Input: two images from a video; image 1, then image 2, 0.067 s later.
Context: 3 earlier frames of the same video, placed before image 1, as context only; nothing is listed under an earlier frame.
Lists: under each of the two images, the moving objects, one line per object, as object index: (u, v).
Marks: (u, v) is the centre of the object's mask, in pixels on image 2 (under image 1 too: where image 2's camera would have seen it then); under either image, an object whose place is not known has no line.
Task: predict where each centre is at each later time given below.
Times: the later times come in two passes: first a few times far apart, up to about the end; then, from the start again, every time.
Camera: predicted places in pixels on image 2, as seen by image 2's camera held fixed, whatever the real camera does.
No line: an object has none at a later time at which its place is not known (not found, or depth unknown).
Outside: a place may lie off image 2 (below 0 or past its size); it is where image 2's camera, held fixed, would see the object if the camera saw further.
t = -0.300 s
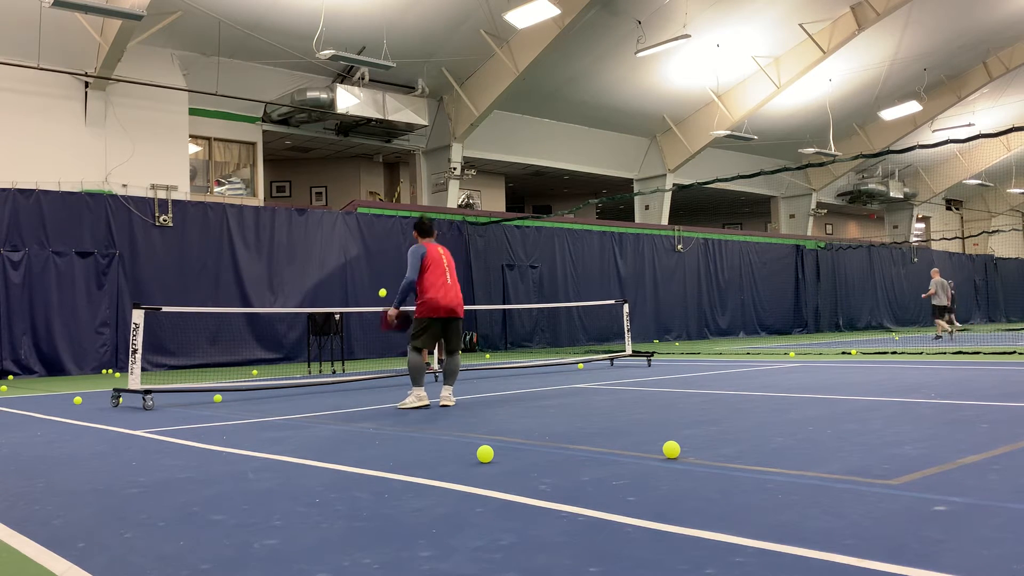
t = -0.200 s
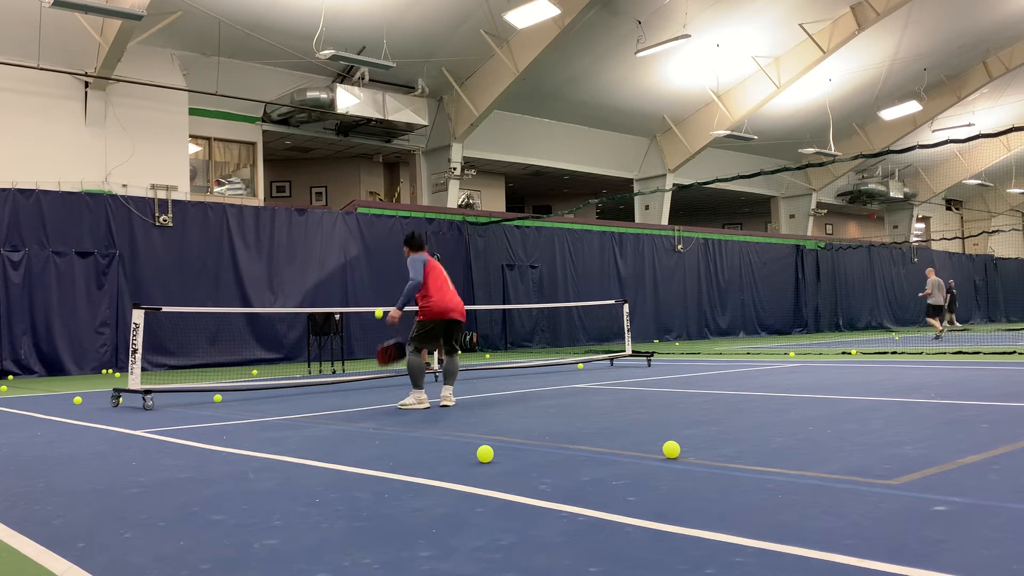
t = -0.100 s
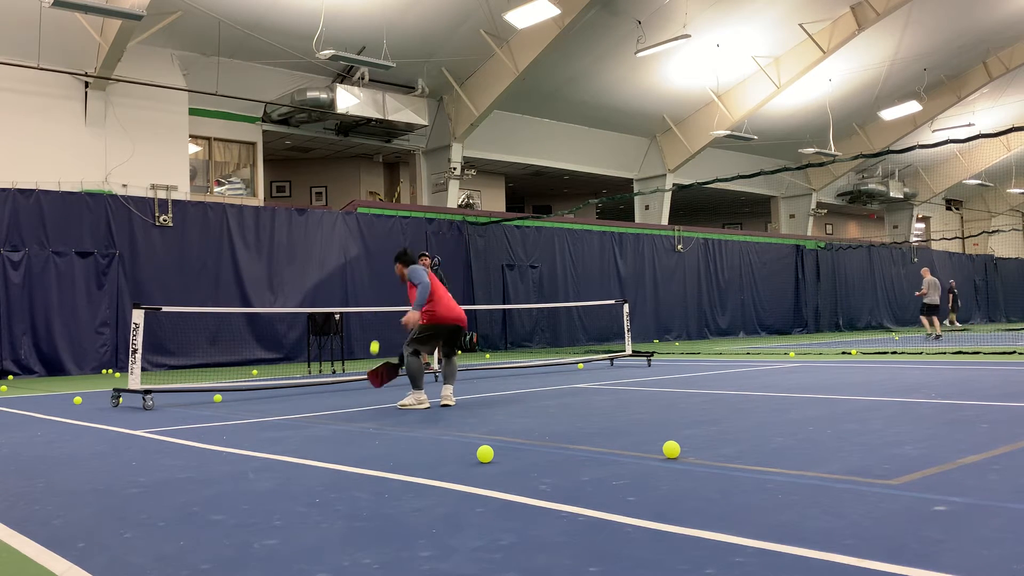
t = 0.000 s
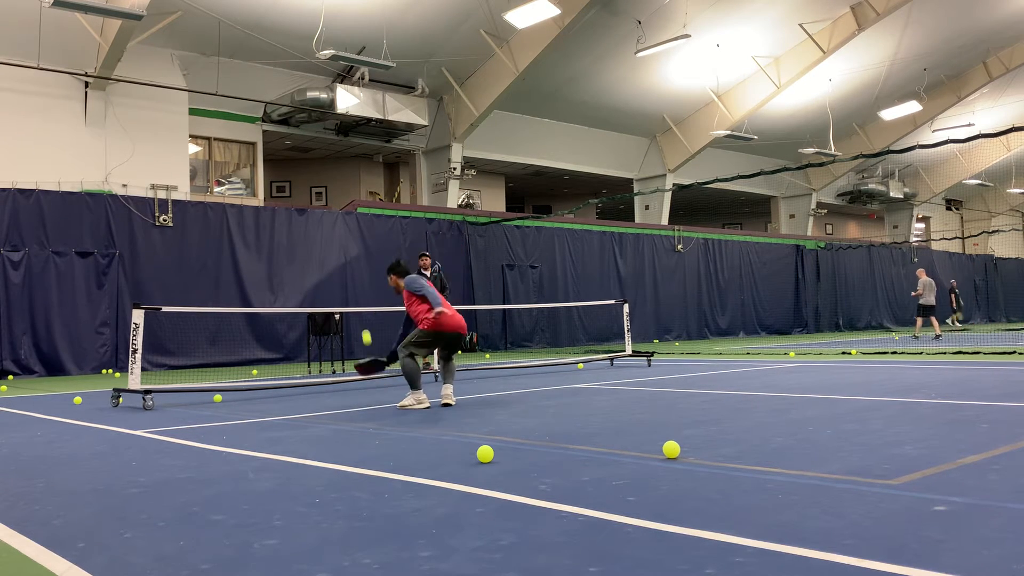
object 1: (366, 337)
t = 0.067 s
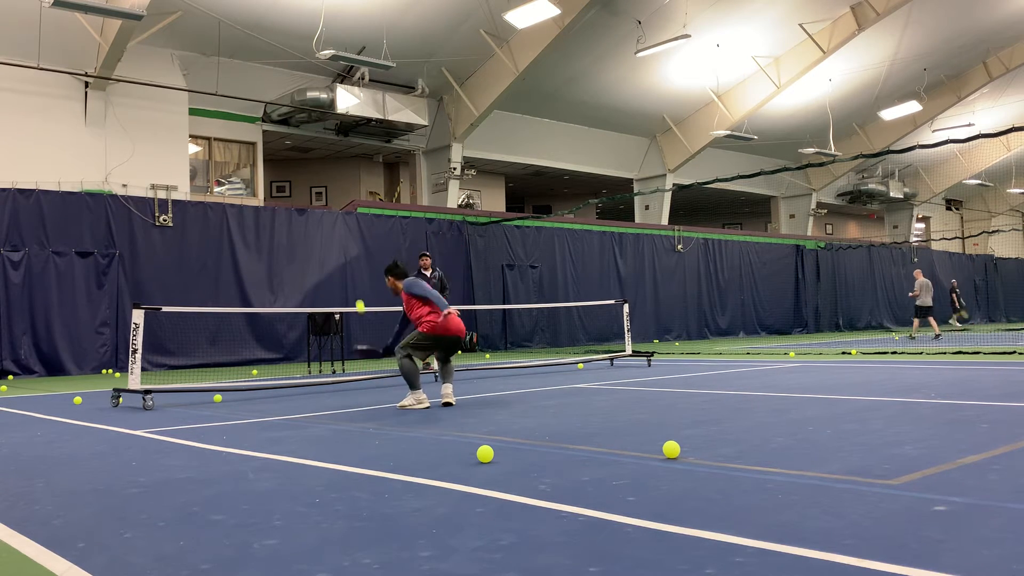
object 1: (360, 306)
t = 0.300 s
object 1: (344, 250)
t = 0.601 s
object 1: (331, 259)
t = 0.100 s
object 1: (357, 294)
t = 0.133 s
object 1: (355, 283)
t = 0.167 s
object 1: (352, 273)
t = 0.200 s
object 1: (350, 265)
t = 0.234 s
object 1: (348, 259)
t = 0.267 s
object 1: (345, 254)
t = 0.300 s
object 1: (344, 250)
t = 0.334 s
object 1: (342, 247)
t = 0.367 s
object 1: (340, 245)
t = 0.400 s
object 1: (338, 245)
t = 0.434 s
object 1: (337, 245)
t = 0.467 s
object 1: (336, 246)
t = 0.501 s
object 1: (334, 248)
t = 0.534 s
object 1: (333, 251)
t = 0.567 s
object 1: (332, 255)
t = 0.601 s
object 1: (331, 259)
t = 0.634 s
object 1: (329, 265)
